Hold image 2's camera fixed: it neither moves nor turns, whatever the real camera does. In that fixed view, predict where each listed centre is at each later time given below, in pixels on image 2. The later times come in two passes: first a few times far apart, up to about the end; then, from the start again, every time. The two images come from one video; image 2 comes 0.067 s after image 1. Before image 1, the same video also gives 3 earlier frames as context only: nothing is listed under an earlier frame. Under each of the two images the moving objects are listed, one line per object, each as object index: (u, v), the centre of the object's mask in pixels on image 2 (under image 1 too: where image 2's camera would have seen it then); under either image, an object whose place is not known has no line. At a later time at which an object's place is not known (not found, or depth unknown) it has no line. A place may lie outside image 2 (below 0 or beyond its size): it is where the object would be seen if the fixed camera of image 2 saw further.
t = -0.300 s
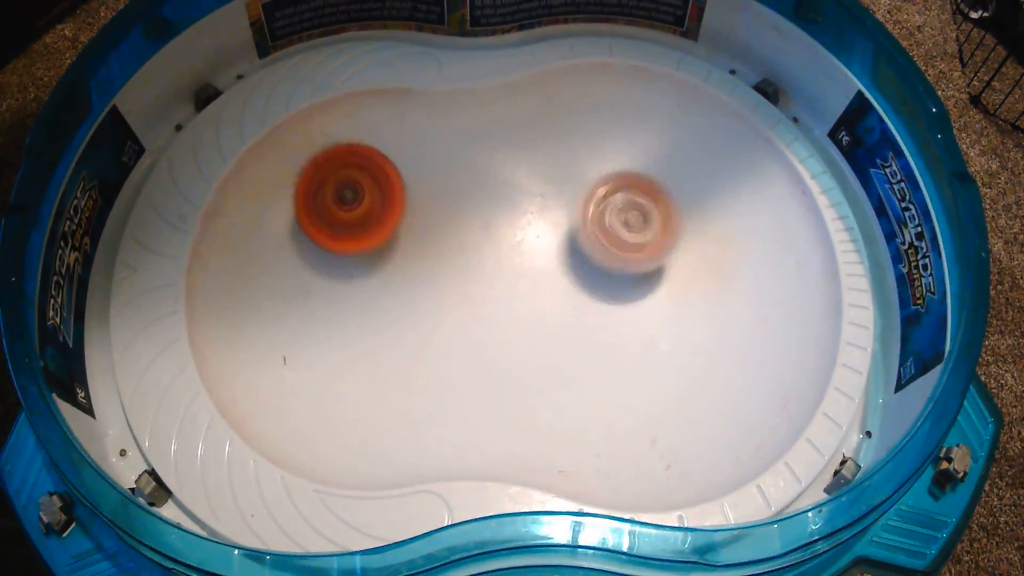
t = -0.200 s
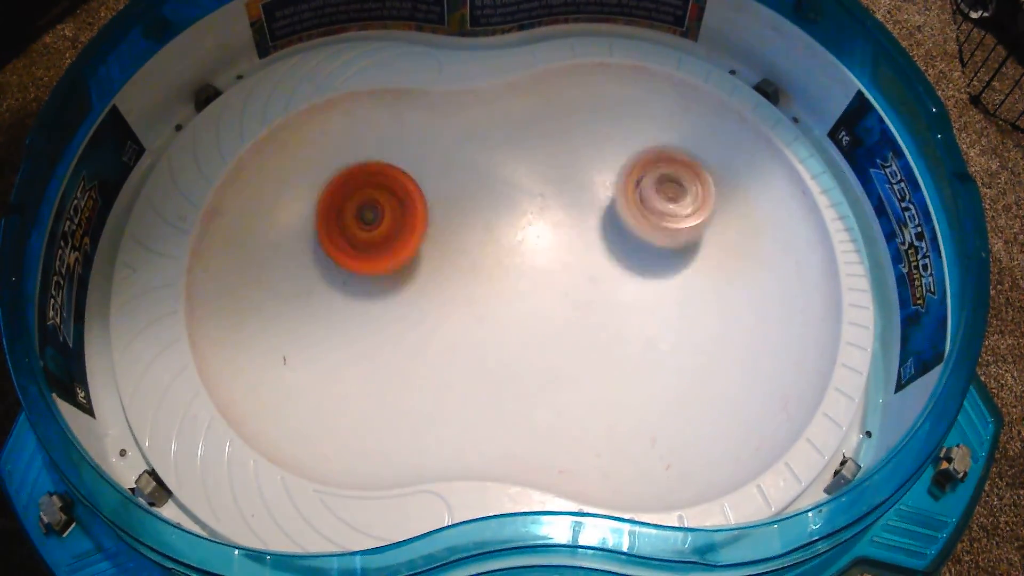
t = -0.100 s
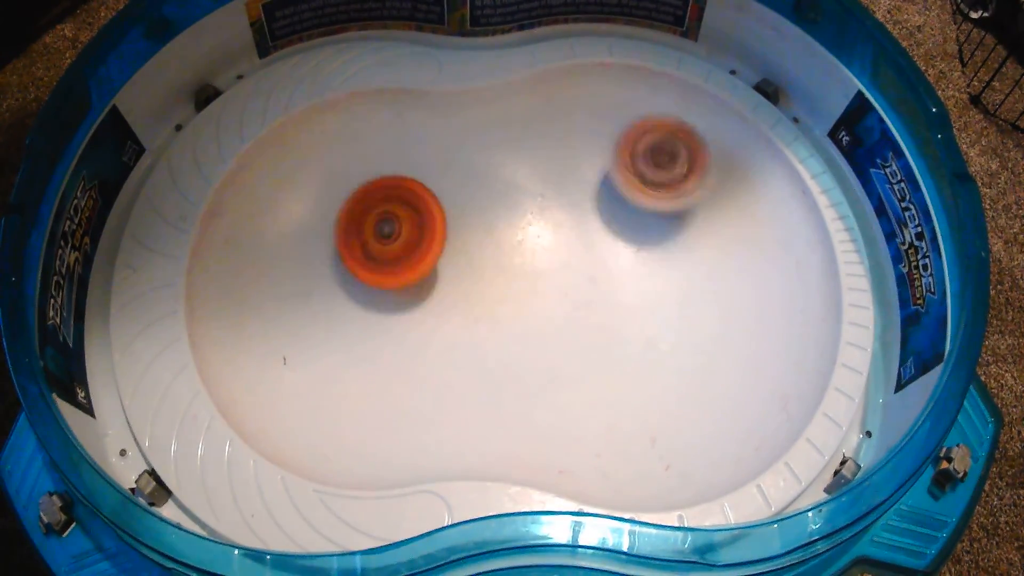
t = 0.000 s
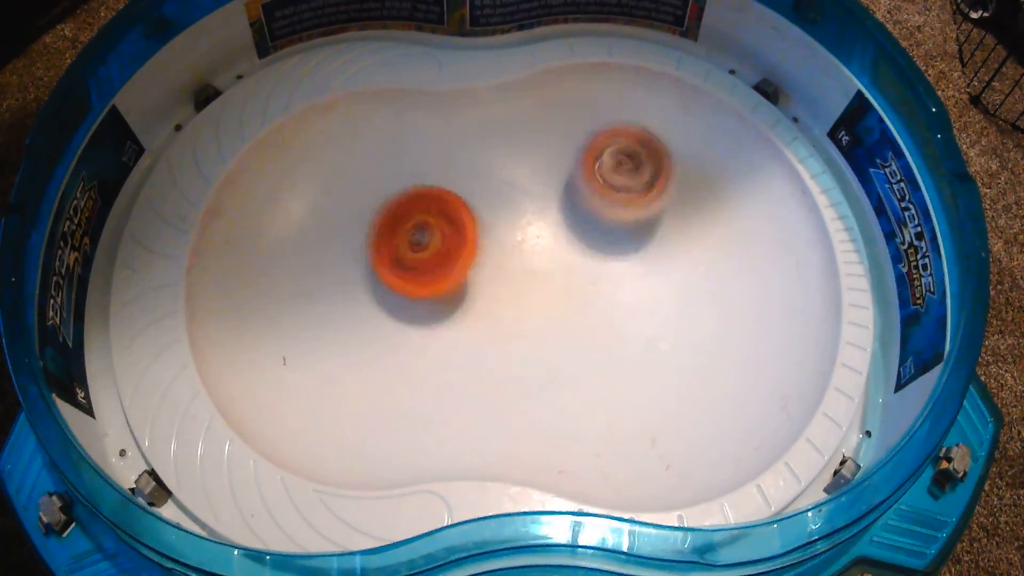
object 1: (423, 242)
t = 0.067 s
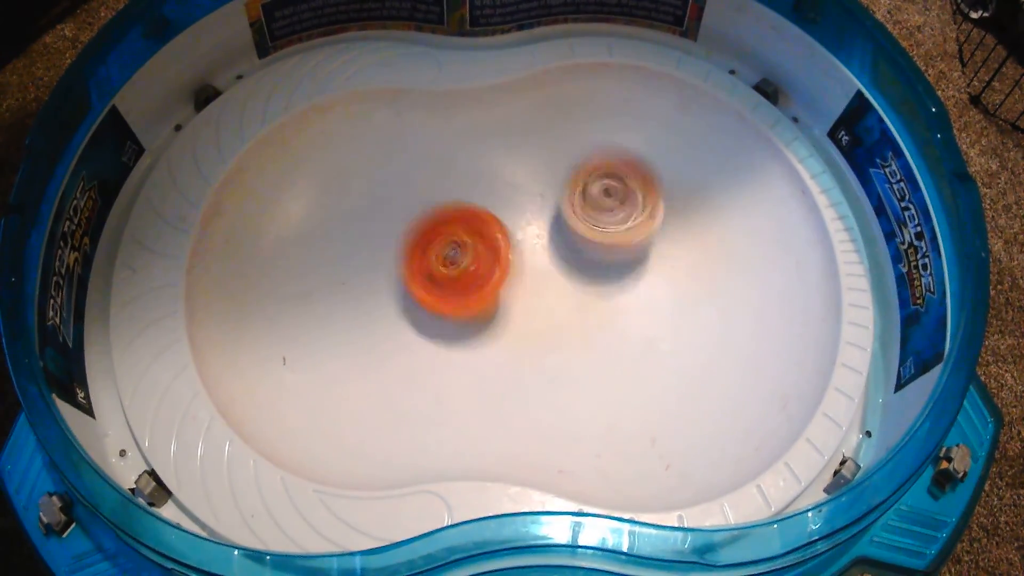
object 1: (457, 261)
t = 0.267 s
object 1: (567, 340)
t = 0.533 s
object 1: (672, 370)
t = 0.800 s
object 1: (673, 345)
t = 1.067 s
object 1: (622, 297)
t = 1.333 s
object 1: (593, 238)
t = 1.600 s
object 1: (600, 200)
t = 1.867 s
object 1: (645, 204)
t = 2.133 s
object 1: (670, 234)
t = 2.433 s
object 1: (708, 295)
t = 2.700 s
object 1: (710, 303)
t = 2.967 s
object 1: (635, 276)
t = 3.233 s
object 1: (594, 220)
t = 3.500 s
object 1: (619, 192)
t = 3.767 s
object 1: (656, 217)
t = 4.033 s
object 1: (636, 266)
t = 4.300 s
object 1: (580, 278)
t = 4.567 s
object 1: (550, 233)
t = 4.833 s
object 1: (570, 209)
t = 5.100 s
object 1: (645, 254)
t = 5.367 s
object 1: (646, 299)
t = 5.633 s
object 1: (645, 319)
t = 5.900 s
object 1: (642, 271)
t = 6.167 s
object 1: (677, 231)
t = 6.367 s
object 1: (673, 235)
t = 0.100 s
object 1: (474, 276)
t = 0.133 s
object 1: (493, 290)
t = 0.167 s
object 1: (513, 306)
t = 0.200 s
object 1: (531, 319)
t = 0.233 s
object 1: (549, 330)
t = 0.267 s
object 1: (567, 340)
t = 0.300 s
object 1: (582, 350)
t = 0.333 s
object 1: (598, 358)
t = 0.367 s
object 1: (617, 367)
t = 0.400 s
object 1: (635, 376)
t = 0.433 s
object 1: (649, 379)
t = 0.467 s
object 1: (659, 378)
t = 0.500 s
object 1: (667, 375)
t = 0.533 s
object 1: (672, 370)
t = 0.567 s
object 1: (677, 362)
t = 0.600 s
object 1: (680, 354)
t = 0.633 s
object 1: (681, 347)
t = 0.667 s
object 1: (682, 352)
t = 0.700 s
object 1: (682, 354)
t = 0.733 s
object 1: (681, 352)
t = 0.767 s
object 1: (677, 349)
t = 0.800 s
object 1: (673, 345)
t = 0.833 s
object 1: (666, 340)
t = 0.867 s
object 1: (660, 334)
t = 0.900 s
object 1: (653, 328)
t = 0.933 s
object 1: (646, 323)
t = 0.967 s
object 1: (639, 316)
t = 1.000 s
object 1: (633, 310)
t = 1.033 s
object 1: (628, 304)
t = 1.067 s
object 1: (622, 297)
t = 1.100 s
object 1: (617, 291)
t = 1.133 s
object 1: (612, 284)
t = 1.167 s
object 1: (608, 276)
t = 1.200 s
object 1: (604, 269)
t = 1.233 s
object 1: (601, 261)
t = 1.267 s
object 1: (597, 253)
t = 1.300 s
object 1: (595, 245)
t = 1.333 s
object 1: (593, 238)
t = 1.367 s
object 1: (591, 231)
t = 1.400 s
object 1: (590, 224)
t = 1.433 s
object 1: (589, 219)
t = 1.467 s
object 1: (589, 214)
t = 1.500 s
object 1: (590, 209)
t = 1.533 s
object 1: (592, 206)
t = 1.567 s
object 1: (595, 203)
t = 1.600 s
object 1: (600, 200)
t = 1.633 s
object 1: (605, 199)
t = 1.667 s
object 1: (611, 199)
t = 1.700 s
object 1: (618, 199)
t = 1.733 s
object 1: (624, 200)
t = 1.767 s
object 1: (630, 200)
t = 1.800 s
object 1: (636, 201)
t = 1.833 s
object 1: (641, 202)
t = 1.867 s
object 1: (645, 204)
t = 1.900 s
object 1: (649, 206)
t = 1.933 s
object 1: (653, 208)
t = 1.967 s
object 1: (658, 211)
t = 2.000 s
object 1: (661, 215)
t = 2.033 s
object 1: (665, 219)
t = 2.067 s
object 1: (668, 224)
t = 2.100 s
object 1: (669, 229)
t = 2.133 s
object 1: (670, 234)
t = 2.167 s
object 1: (671, 240)
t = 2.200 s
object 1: (670, 247)
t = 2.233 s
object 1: (668, 254)
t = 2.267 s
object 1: (666, 260)
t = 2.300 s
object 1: (663, 265)
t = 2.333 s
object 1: (659, 271)
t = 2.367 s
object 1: (656, 276)
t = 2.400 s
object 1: (676, 287)
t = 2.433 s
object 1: (708, 295)
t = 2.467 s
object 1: (725, 301)
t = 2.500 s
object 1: (732, 305)
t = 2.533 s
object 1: (732, 305)
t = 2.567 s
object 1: (730, 304)
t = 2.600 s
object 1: (727, 304)
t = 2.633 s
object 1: (724, 303)
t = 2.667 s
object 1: (717, 302)
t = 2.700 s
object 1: (710, 303)
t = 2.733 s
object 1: (702, 301)
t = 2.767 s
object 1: (692, 299)
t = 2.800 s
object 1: (682, 297)
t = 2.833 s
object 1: (672, 293)
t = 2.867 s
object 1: (662, 290)
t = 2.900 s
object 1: (653, 286)
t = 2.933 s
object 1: (644, 281)
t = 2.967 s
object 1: (635, 276)
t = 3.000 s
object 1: (628, 270)
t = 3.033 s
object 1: (620, 264)
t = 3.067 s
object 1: (613, 257)
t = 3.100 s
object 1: (607, 250)
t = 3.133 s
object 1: (603, 243)
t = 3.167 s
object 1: (599, 235)
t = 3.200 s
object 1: (596, 228)
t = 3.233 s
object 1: (594, 220)
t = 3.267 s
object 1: (593, 214)
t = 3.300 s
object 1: (593, 207)
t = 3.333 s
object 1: (595, 202)
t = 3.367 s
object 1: (597, 198)
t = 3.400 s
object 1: (602, 195)
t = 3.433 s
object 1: (607, 193)
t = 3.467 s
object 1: (613, 193)
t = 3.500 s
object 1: (619, 192)
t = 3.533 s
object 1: (624, 192)
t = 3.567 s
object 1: (630, 194)
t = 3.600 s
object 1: (636, 195)
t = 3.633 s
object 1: (641, 198)
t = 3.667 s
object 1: (646, 201)
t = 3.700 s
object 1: (650, 205)
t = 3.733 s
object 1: (653, 211)
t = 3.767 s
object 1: (656, 217)
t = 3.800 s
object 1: (657, 222)
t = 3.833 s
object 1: (657, 229)
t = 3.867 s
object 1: (657, 236)
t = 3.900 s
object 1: (654, 242)
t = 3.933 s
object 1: (651, 249)
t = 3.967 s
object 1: (647, 255)
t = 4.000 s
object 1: (641, 261)
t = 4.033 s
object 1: (636, 266)
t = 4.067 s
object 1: (629, 270)
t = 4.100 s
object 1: (622, 274)
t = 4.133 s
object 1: (615, 278)
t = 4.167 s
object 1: (609, 280)
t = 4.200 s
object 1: (602, 281)
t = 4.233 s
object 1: (595, 282)
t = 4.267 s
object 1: (588, 280)
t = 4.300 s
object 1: (580, 278)
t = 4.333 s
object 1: (574, 275)
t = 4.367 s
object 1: (568, 270)
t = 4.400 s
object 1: (563, 265)
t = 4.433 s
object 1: (558, 259)
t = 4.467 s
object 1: (555, 253)
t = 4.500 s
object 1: (553, 246)
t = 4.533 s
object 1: (551, 238)
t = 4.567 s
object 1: (550, 233)
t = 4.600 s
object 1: (550, 227)
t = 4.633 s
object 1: (550, 221)
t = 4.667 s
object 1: (551, 216)
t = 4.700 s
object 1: (553, 212)
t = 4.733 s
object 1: (555, 209)
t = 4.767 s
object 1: (560, 208)
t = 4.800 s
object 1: (564, 207)
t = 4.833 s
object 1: (570, 209)
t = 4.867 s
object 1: (575, 212)
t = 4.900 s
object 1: (581, 216)
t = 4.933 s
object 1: (588, 221)
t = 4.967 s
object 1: (594, 226)
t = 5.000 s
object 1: (608, 233)
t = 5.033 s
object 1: (625, 238)
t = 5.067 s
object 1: (637, 247)
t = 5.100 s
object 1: (645, 254)
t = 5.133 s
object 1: (651, 260)
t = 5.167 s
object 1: (656, 268)
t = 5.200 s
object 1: (658, 276)
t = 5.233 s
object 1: (658, 283)
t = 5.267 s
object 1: (657, 287)
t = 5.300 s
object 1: (654, 292)
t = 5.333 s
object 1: (651, 295)
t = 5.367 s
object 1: (646, 299)
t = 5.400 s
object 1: (642, 301)
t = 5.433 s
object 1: (647, 310)
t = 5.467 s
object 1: (655, 319)
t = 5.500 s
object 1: (656, 325)
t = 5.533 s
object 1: (654, 324)
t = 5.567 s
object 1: (651, 324)
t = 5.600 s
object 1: (648, 321)
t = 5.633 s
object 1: (645, 319)
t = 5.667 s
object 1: (642, 315)
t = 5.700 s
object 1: (640, 312)
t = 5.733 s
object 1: (638, 307)
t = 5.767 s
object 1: (637, 303)
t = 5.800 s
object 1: (637, 295)
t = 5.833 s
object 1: (637, 289)
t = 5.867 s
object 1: (638, 278)
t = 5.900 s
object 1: (642, 271)
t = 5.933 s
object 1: (645, 261)
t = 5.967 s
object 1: (650, 254)
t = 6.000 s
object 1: (654, 247)
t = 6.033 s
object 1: (660, 242)
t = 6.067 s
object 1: (665, 239)
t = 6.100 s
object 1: (670, 233)
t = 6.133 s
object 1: (675, 232)
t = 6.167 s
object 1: (677, 231)
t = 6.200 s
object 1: (678, 231)
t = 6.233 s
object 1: (678, 230)
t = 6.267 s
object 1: (678, 230)
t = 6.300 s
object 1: (678, 231)
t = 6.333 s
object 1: (676, 233)
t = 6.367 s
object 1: (673, 235)
